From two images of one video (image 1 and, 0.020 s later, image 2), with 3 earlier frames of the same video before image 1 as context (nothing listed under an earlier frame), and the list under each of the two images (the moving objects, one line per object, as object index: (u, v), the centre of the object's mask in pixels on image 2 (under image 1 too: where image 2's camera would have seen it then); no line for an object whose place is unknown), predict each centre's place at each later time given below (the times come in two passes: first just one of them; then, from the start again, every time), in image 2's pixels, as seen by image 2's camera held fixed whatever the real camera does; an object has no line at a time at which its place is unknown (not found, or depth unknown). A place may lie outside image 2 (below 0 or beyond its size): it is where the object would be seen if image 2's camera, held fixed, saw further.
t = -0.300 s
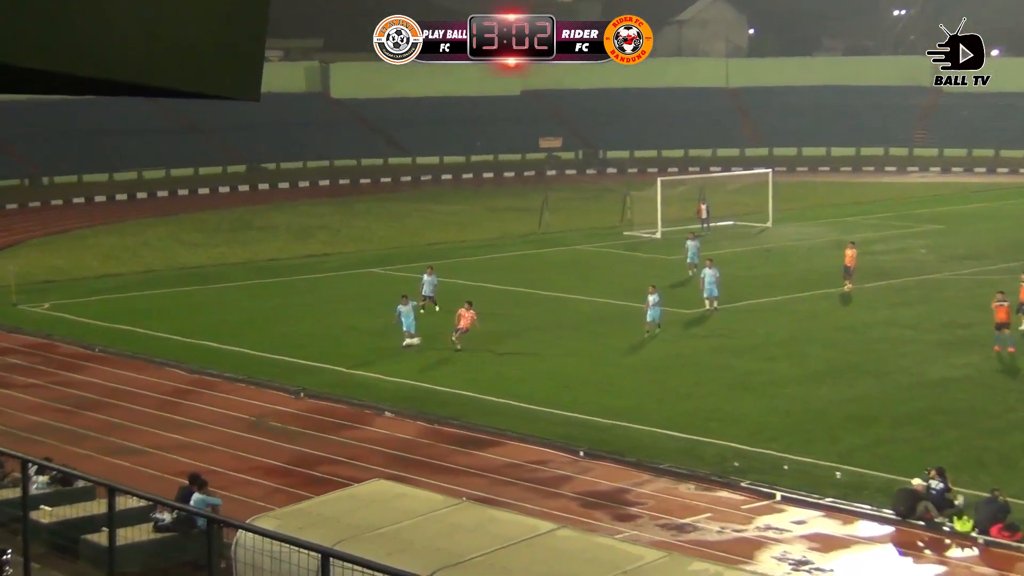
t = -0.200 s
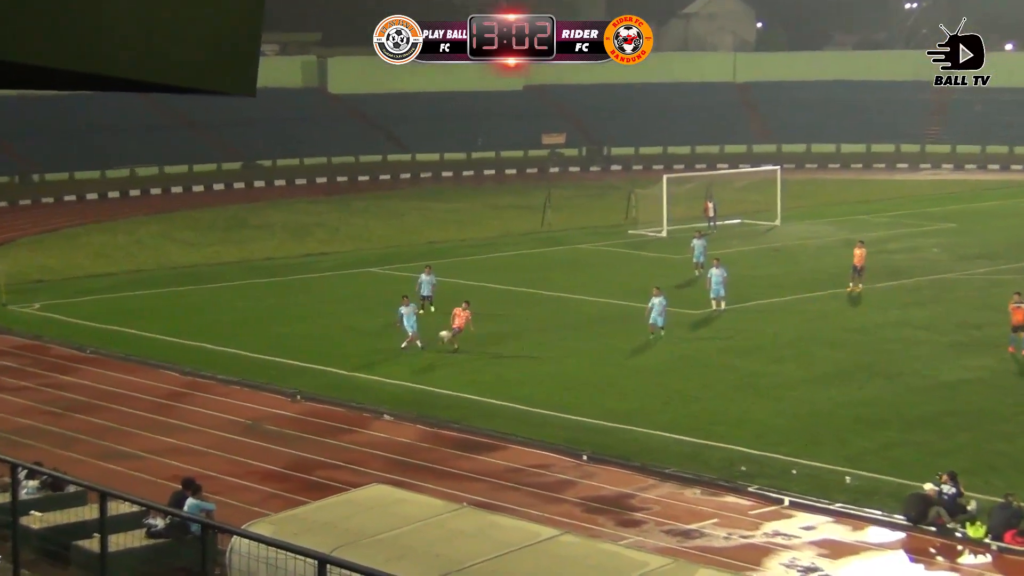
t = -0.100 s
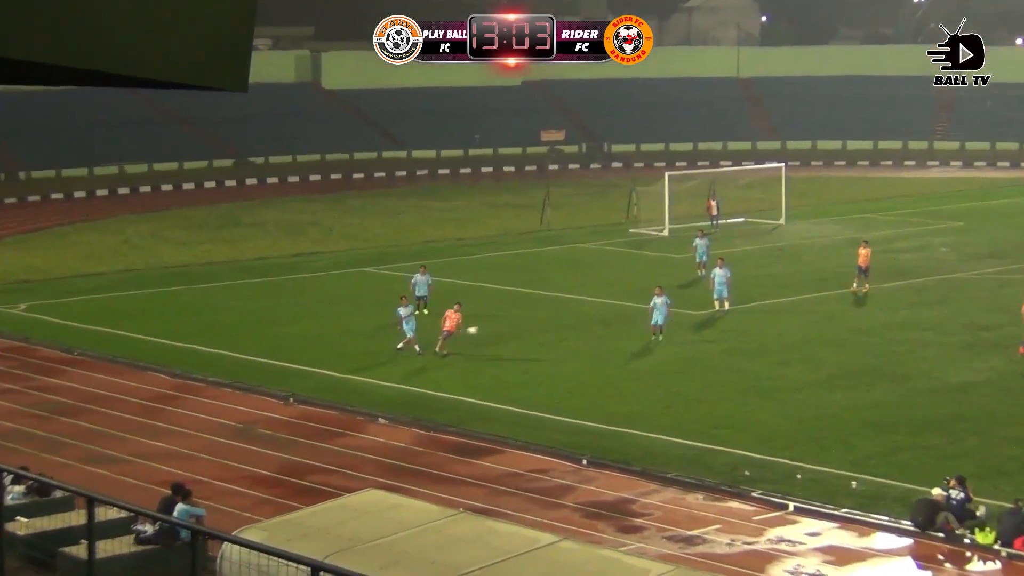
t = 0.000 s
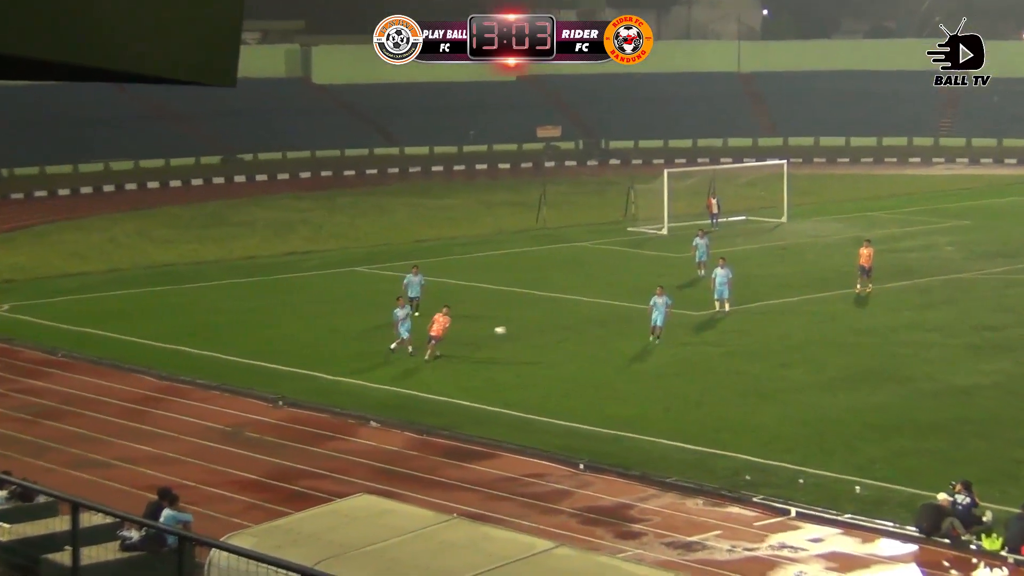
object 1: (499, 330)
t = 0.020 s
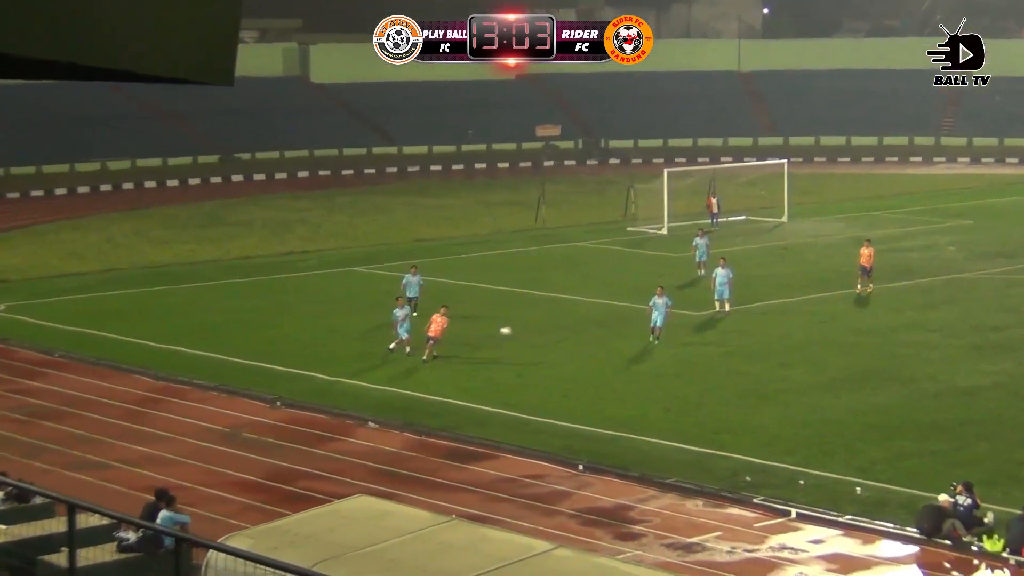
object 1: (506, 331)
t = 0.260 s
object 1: (589, 349)
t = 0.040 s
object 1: (512, 332)
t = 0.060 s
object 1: (519, 332)
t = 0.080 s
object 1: (525, 333)
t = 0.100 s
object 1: (532, 334)
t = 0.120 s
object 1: (539, 336)
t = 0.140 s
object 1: (546, 337)
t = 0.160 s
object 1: (553, 338)
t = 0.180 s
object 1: (560, 340)
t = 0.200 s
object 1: (567, 342)
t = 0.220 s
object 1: (575, 344)
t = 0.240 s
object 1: (582, 347)
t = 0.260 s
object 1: (589, 349)
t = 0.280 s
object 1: (596, 352)
